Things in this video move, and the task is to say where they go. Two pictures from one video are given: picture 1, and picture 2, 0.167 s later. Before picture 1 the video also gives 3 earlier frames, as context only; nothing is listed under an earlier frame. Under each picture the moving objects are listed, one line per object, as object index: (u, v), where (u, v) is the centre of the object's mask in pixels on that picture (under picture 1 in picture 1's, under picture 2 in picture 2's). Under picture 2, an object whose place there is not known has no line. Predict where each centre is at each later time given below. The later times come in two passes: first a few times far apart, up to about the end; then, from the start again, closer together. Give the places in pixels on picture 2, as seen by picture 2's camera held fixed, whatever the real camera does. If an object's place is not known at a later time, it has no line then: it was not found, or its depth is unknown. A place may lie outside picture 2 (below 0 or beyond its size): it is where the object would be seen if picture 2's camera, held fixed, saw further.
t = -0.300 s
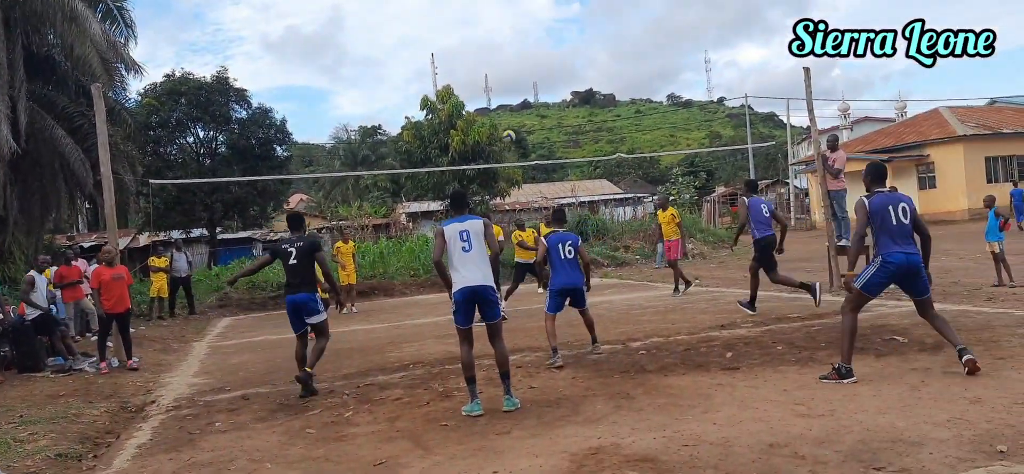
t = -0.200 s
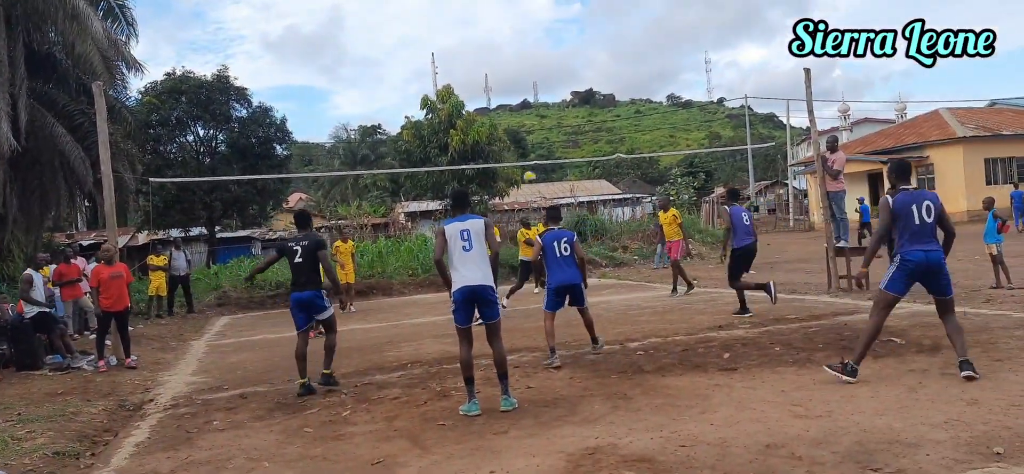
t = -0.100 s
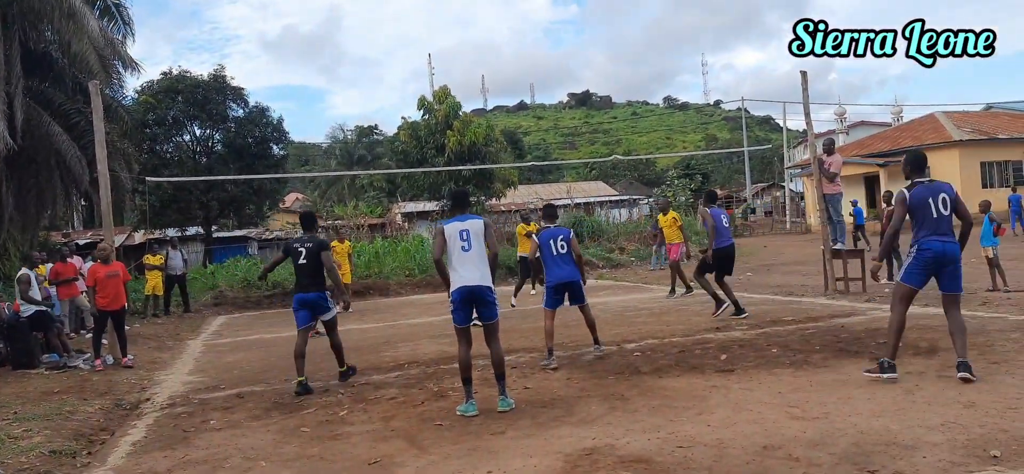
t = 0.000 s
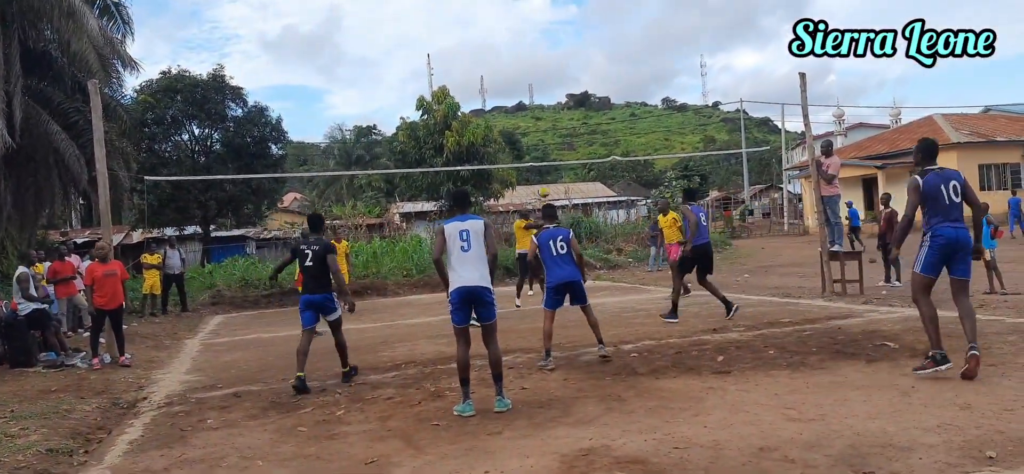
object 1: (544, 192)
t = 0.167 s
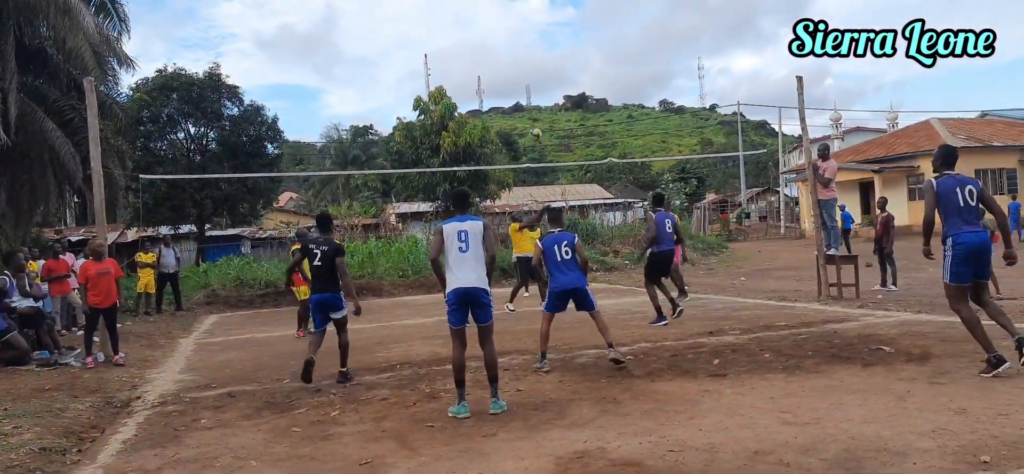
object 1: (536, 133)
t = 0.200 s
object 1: (533, 124)
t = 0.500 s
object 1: (530, 62)
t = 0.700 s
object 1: (529, 49)
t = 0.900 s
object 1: (530, 58)
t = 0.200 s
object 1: (533, 124)
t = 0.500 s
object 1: (530, 62)
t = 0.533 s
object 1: (530, 58)
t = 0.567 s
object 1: (529, 55)
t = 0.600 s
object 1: (530, 52)
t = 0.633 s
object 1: (529, 51)
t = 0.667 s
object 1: (529, 49)
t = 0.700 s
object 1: (529, 49)
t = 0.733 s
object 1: (530, 49)
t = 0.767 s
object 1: (529, 49)
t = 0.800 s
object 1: (529, 51)
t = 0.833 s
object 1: (530, 53)
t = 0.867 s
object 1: (530, 55)
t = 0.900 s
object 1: (530, 58)
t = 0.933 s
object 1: (530, 62)
